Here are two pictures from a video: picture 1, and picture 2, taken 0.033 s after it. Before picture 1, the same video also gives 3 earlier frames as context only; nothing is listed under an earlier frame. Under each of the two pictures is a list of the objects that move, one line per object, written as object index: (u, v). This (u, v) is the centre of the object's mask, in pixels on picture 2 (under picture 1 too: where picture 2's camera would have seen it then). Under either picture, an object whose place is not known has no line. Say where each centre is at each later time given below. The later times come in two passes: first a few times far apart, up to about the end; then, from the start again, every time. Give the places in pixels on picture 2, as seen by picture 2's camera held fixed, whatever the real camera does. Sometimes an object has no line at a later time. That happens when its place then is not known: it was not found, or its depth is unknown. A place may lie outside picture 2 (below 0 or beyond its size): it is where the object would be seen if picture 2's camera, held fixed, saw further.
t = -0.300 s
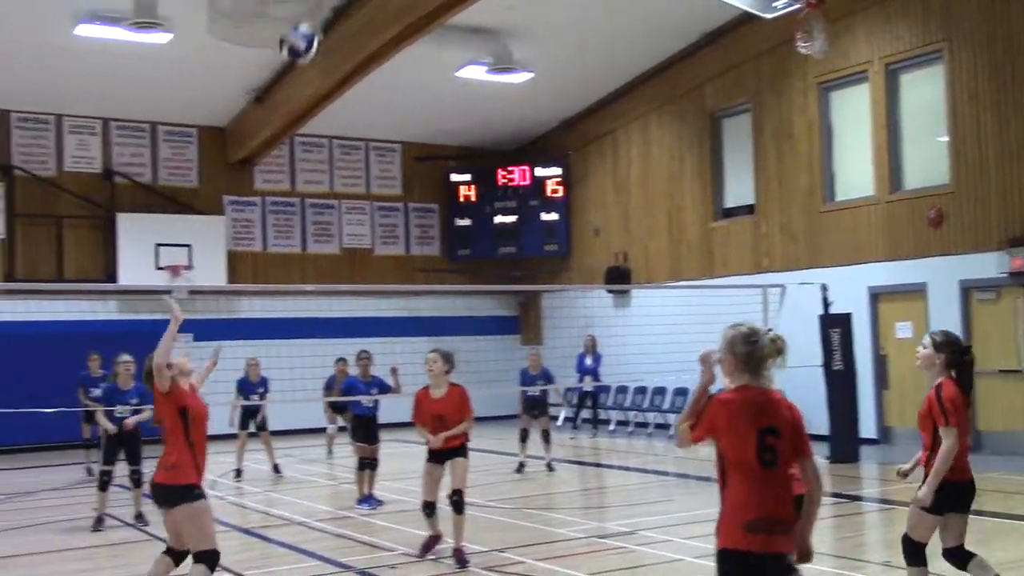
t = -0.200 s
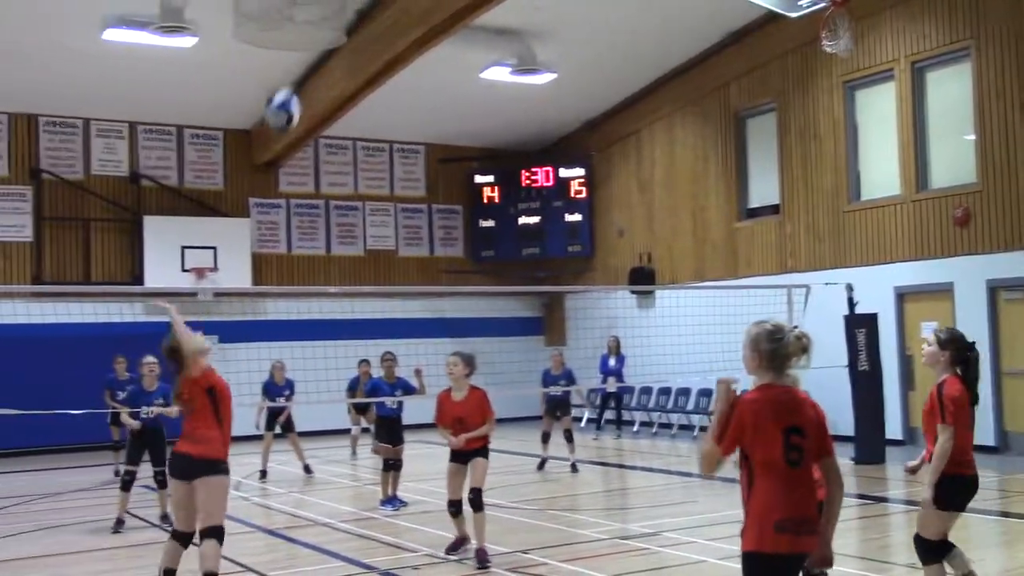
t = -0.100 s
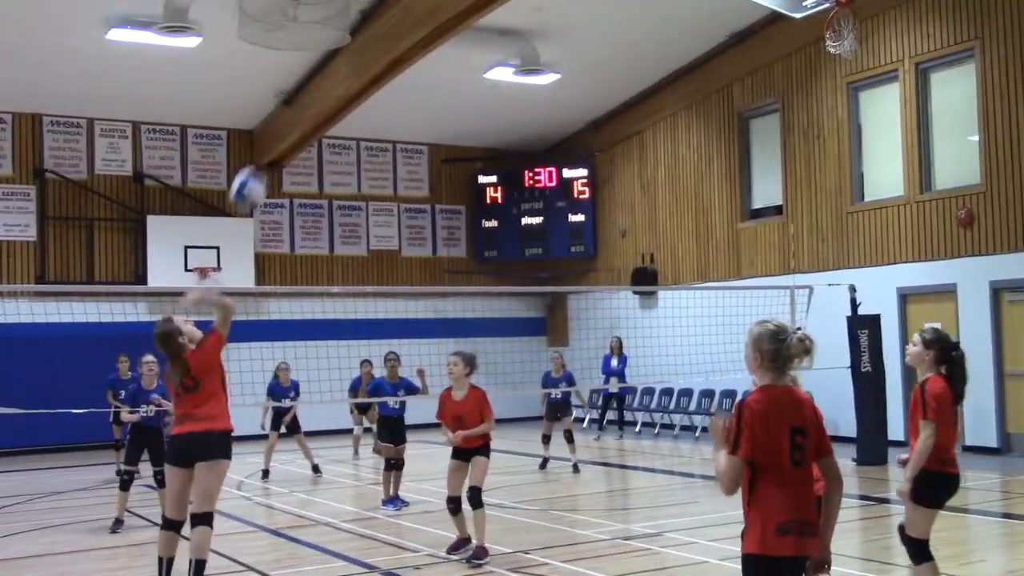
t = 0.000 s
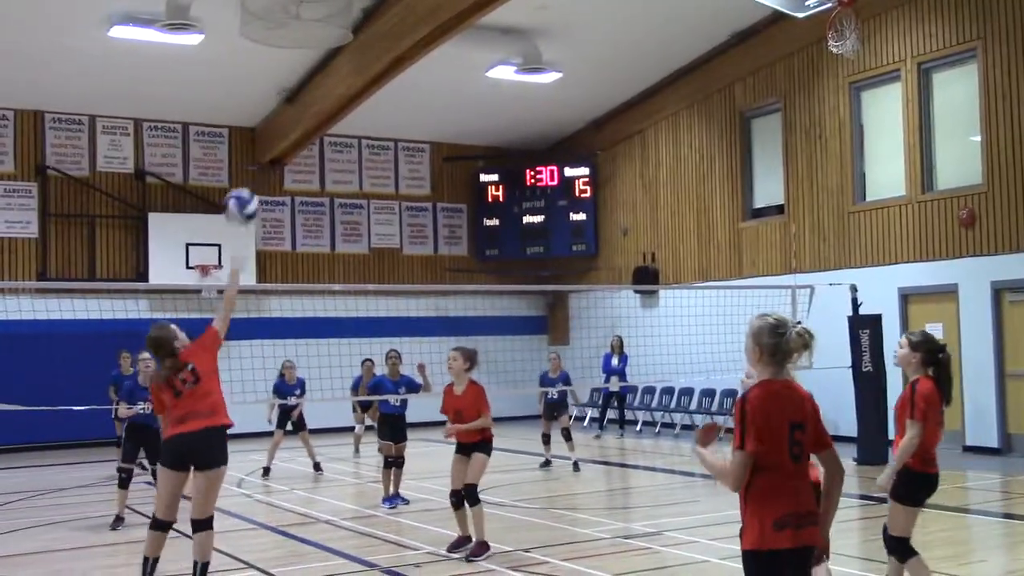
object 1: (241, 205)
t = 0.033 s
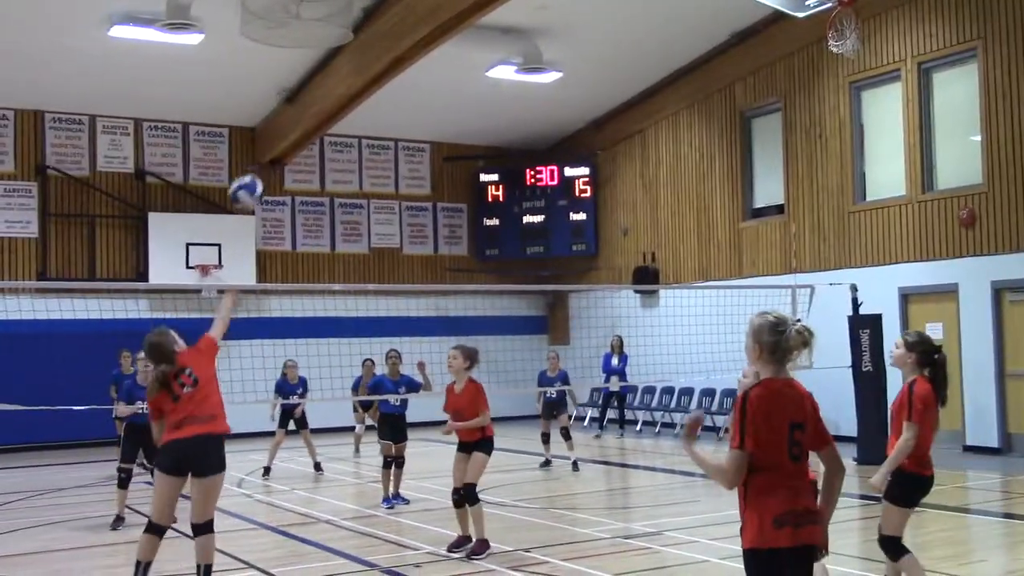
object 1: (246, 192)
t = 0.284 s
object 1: (276, 152)
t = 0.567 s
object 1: (295, 193)
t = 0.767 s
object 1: (305, 255)
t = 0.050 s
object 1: (249, 185)
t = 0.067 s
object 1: (252, 180)
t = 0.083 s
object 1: (254, 173)
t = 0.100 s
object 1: (256, 169)
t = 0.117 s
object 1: (258, 166)
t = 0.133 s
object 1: (260, 163)
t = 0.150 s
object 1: (263, 161)
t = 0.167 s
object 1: (265, 158)
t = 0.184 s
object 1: (267, 156)
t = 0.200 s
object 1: (269, 155)
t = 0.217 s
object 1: (271, 154)
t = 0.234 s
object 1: (271, 152)
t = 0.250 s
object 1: (272, 152)
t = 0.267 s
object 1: (274, 152)
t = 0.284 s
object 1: (276, 152)
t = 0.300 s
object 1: (278, 153)
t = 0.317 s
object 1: (280, 153)
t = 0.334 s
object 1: (282, 154)
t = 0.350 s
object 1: (282, 155)
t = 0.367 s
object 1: (283, 157)
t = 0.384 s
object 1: (284, 159)
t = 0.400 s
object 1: (286, 161)
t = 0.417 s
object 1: (287, 163)
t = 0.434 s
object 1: (288, 166)
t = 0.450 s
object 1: (289, 168)
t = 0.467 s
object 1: (289, 172)
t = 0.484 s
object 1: (290, 175)
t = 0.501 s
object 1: (291, 178)
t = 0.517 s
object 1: (292, 181)
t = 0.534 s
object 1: (294, 184)
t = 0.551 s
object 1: (295, 188)
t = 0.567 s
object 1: (295, 193)
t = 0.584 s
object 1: (296, 196)
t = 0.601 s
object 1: (297, 202)
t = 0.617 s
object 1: (298, 206)
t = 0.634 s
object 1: (298, 211)
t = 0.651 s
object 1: (299, 217)
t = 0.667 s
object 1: (300, 222)
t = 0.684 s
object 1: (301, 227)
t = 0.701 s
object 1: (302, 233)
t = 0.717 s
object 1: (302, 239)
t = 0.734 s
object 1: (303, 244)
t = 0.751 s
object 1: (304, 249)
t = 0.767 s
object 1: (305, 255)
